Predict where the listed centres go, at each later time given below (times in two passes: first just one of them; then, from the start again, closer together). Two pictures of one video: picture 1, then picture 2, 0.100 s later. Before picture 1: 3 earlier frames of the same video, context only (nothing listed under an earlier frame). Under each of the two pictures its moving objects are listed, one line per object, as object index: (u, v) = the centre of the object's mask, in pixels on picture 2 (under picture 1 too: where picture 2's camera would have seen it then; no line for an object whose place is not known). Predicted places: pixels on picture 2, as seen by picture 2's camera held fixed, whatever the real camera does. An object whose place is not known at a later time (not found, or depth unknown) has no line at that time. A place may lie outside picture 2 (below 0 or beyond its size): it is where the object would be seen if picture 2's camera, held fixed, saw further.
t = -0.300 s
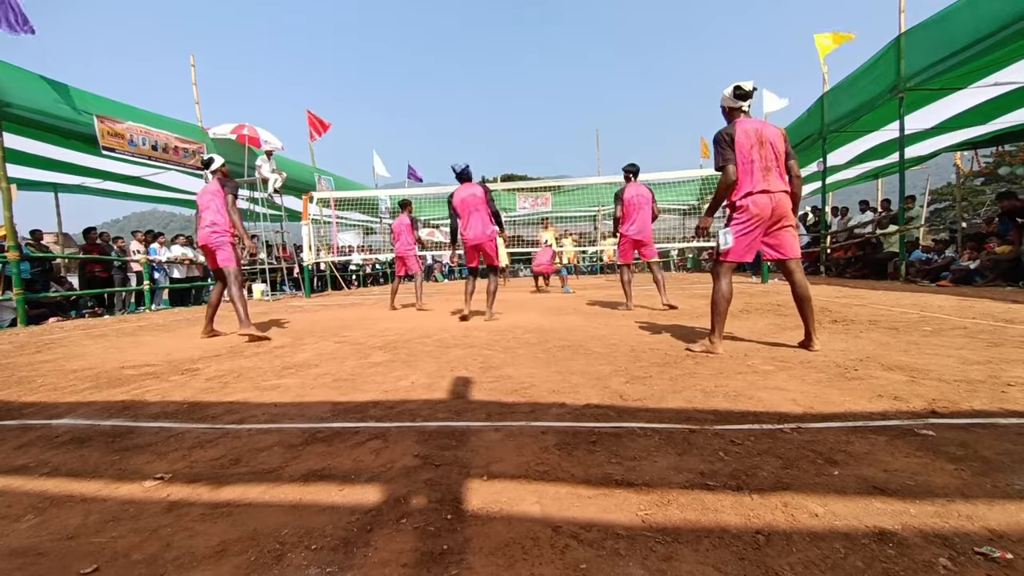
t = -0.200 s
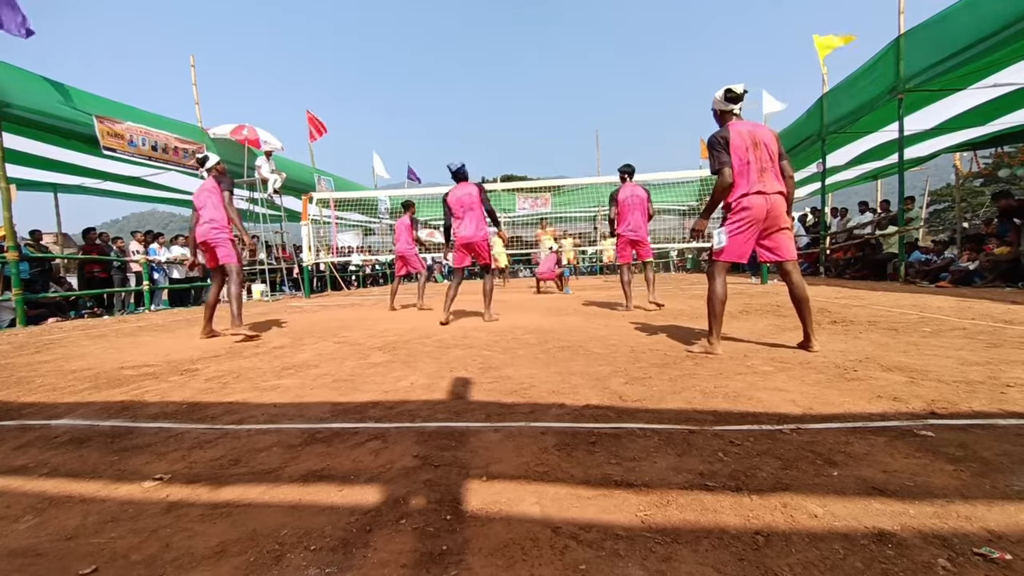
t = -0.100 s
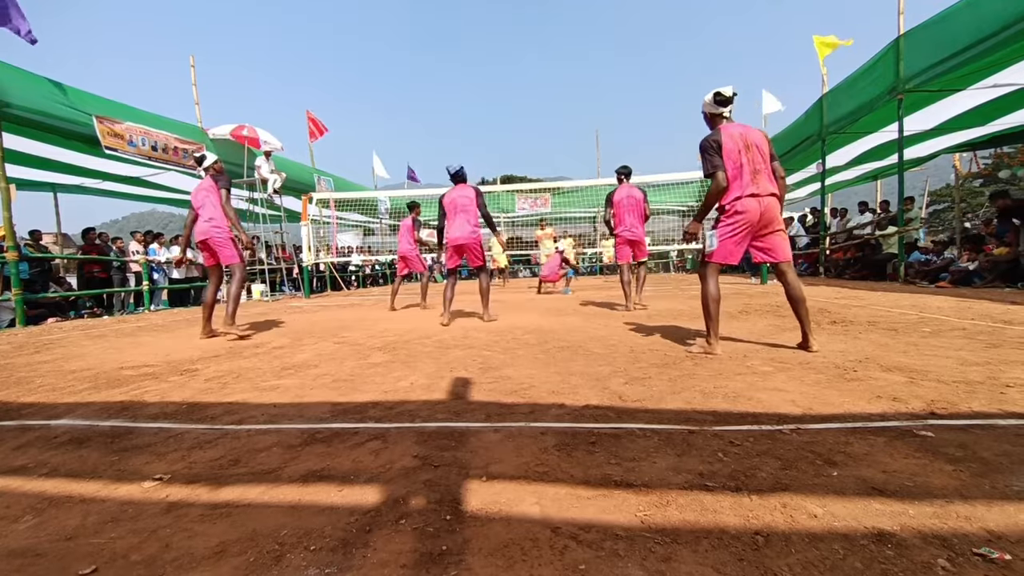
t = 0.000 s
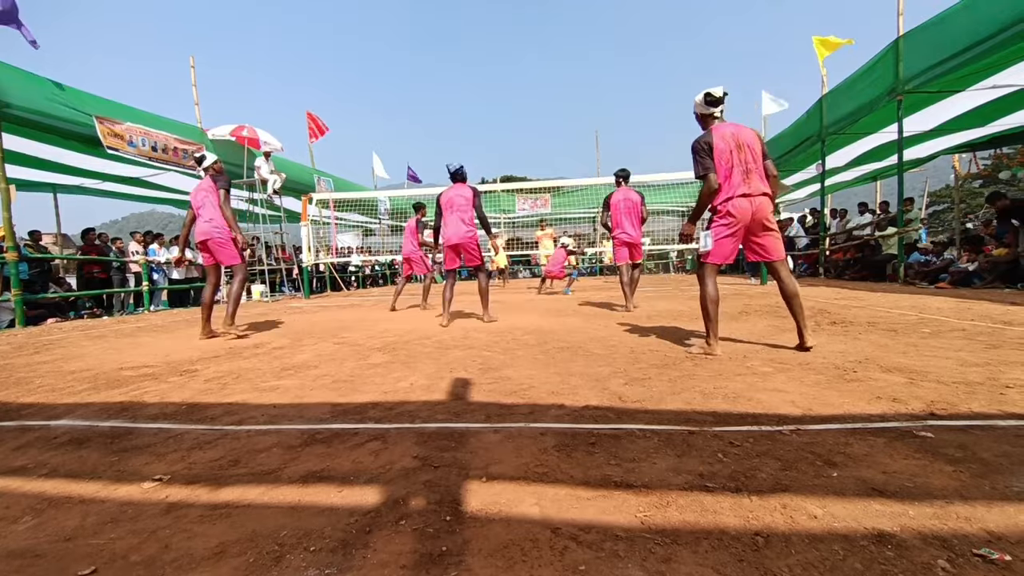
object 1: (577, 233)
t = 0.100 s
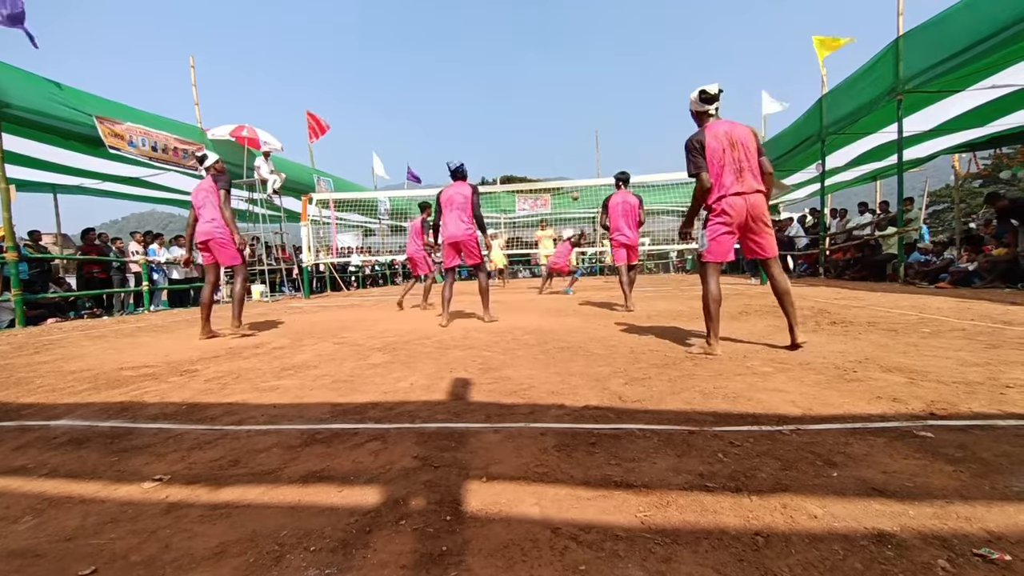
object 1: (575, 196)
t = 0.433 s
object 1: (562, 107)
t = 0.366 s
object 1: (565, 121)
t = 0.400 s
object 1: (564, 114)
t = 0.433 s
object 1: (562, 107)
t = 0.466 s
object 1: (561, 101)
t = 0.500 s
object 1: (560, 95)
